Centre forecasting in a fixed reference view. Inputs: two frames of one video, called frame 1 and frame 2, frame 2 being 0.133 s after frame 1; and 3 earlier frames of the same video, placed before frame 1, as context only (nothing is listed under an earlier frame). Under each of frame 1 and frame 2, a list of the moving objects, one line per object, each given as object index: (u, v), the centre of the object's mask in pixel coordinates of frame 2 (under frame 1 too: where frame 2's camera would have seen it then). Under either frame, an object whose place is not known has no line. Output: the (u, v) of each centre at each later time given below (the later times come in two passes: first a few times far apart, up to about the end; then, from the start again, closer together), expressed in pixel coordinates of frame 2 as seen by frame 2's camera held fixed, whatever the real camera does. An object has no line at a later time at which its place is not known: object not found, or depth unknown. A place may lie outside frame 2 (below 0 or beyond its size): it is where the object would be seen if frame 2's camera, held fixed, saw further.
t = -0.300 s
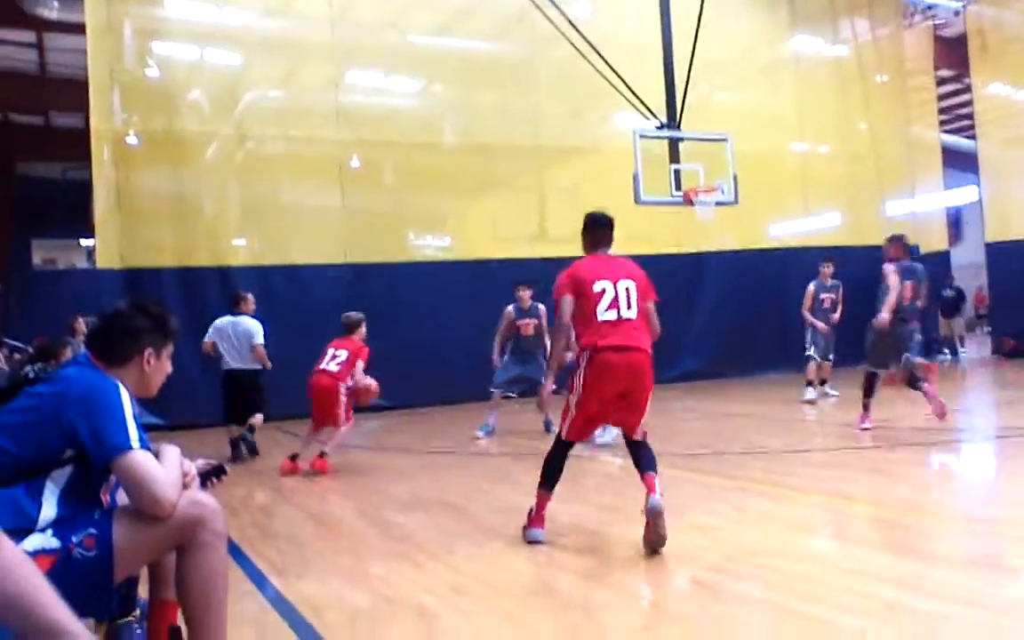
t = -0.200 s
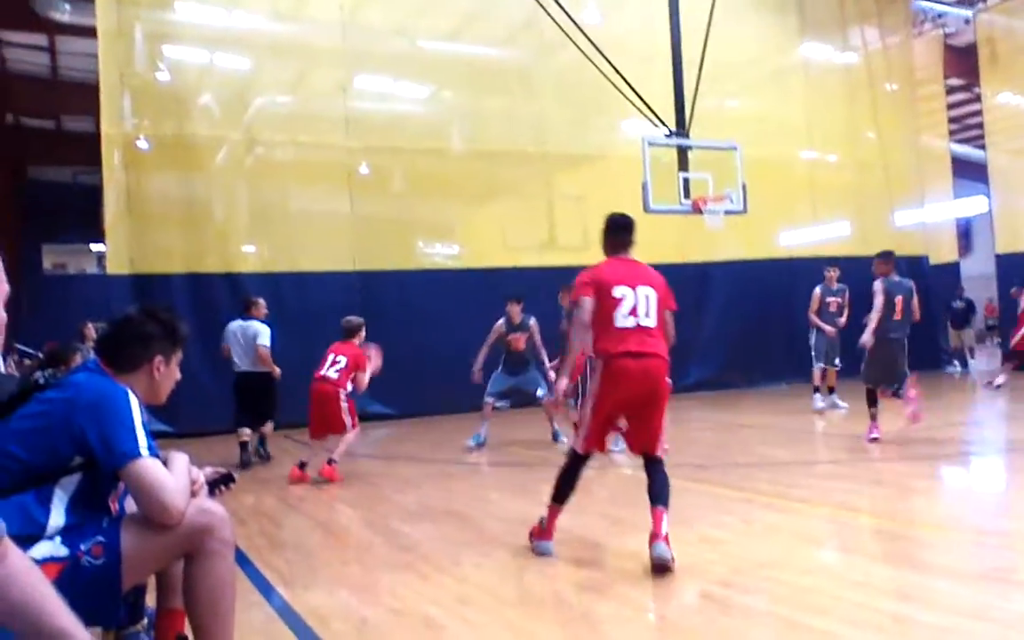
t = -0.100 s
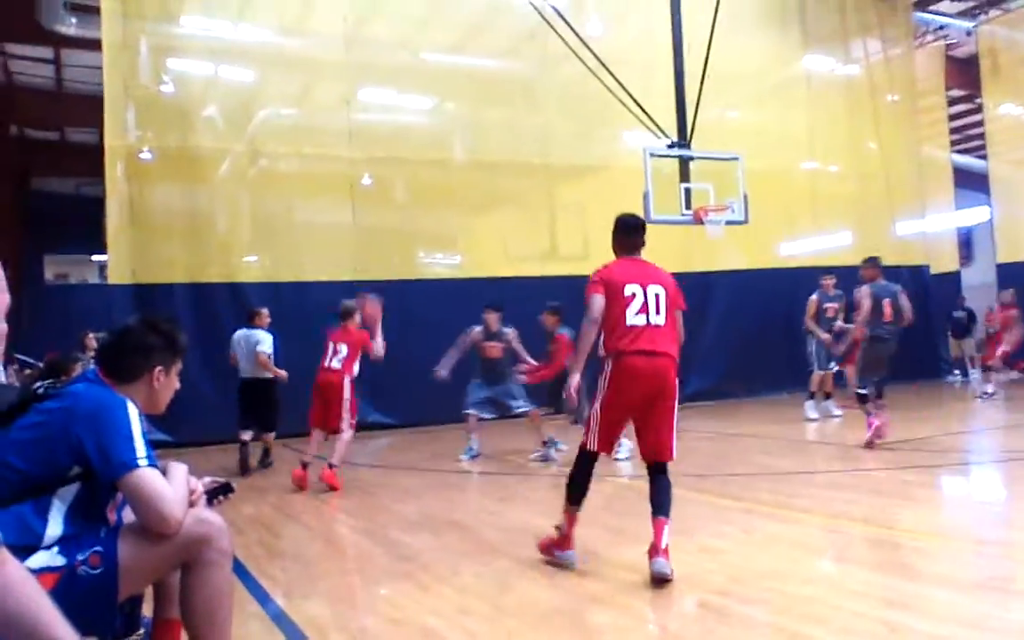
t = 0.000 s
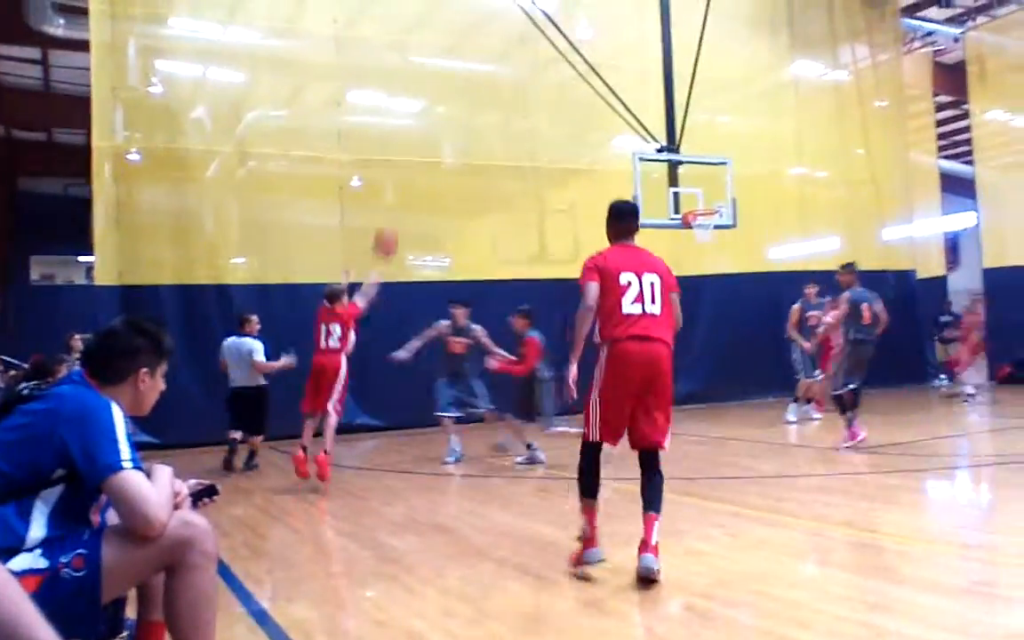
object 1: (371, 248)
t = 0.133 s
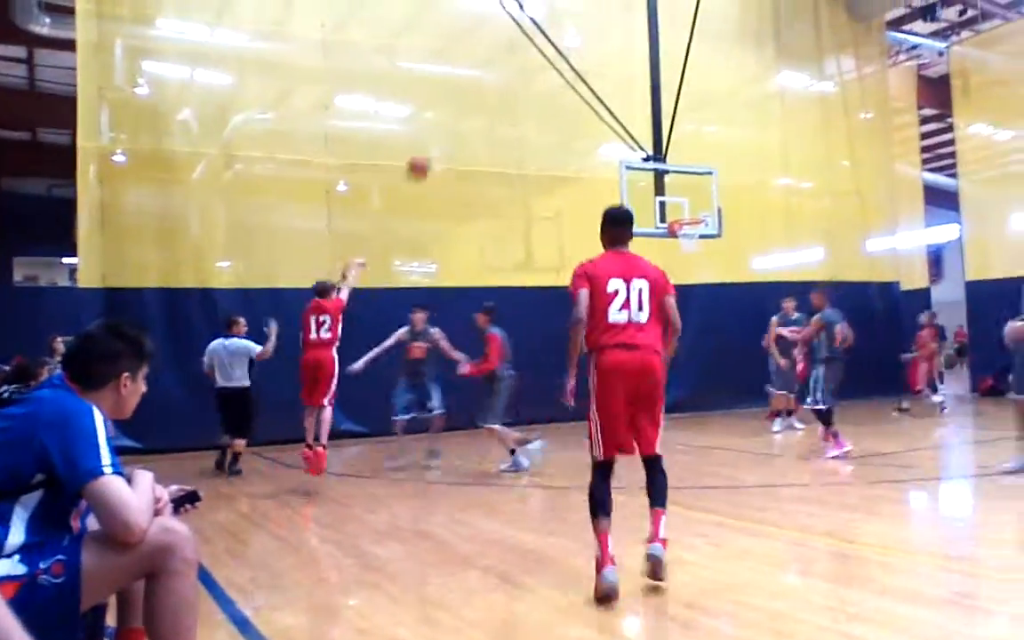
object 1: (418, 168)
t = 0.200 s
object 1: (440, 136)
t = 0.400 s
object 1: (500, 77)
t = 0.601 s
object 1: (550, 57)
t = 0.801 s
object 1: (596, 70)
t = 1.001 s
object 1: (637, 108)
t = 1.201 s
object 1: (674, 173)
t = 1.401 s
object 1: (693, 239)
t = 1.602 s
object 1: (673, 267)
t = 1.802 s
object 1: (657, 318)
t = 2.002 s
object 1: (641, 392)
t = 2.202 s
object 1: (624, 381)
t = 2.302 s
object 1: (613, 357)
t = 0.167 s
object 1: (429, 151)
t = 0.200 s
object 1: (440, 136)
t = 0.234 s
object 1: (450, 123)
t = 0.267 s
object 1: (461, 111)
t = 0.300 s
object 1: (471, 101)
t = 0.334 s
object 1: (480, 92)
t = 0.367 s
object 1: (490, 84)
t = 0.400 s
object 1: (500, 77)
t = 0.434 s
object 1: (509, 70)
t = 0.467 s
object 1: (517, 66)
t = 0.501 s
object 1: (526, 63)
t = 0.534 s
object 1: (534, 60)
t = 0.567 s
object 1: (542, 58)
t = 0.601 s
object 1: (550, 57)
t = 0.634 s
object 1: (558, 58)
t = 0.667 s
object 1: (566, 57)
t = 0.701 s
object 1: (573, 59)
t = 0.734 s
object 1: (581, 62)
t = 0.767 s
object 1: (589, 66)
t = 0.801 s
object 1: (596, 70)
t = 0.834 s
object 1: (603, 74)
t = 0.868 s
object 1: (610, 80)
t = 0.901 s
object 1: (617, 86)
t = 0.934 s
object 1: (623, 93)
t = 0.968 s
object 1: (630, 101)
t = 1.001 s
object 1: (637, 108)
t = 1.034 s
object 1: (644, 118)
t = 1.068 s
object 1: (652, 127)
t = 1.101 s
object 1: (655, 135)
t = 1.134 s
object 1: (661, 146)
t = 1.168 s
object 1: (667, 159)
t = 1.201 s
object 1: (674, 173)
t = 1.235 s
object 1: (681, 183)
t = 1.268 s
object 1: (686, 196)
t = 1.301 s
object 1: (692, 209)
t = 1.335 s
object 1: (698, 223)
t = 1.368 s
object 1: (697, 229)
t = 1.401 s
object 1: (693, 239)
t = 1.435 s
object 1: (689, 239)
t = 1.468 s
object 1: (687, 243)
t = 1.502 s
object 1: (682, 250)
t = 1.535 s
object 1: (679, 255)
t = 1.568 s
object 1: (676, 261)
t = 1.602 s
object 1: (673, 267)
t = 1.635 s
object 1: (669, 274)
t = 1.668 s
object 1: (667, 282)
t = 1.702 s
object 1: (665, 289)
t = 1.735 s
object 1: (662, 297)
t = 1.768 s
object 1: (659, 307)
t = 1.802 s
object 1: (657, 318)
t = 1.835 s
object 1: (654, 329)
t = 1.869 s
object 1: (650, 341)
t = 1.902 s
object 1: (648, 353)
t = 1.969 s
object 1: (643, 380)
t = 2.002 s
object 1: (641, 392)
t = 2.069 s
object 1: (635, 410)
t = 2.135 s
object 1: (628, 390)
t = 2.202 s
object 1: (624, 381)
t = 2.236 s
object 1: (620, 372)
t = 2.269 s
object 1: (616, 364)
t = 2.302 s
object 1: (613, 357)
